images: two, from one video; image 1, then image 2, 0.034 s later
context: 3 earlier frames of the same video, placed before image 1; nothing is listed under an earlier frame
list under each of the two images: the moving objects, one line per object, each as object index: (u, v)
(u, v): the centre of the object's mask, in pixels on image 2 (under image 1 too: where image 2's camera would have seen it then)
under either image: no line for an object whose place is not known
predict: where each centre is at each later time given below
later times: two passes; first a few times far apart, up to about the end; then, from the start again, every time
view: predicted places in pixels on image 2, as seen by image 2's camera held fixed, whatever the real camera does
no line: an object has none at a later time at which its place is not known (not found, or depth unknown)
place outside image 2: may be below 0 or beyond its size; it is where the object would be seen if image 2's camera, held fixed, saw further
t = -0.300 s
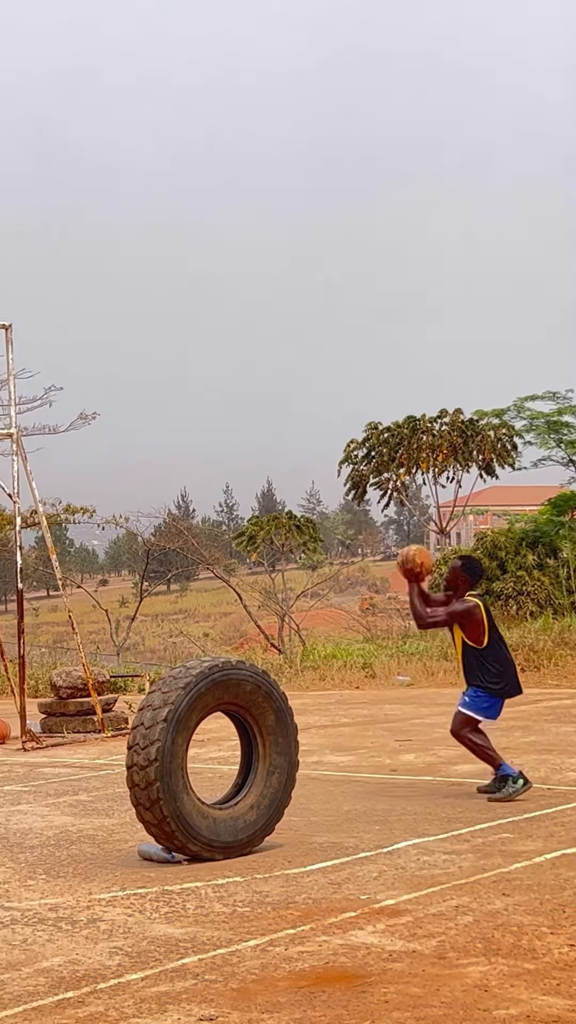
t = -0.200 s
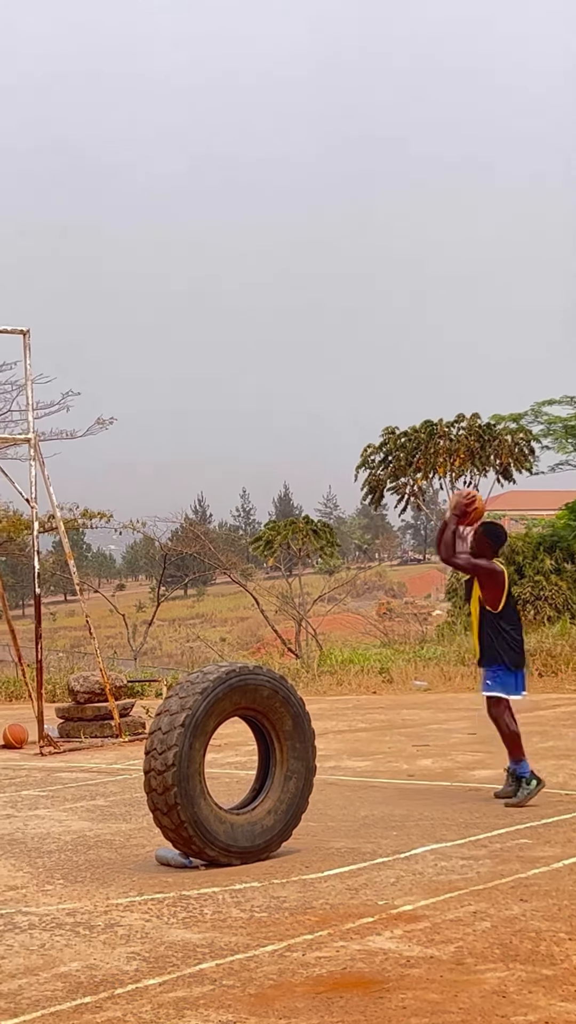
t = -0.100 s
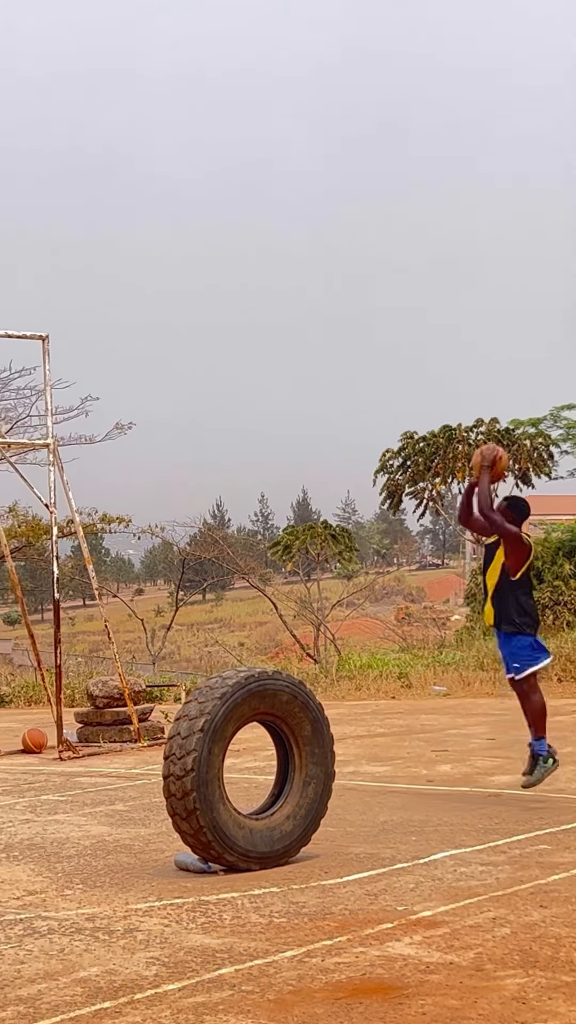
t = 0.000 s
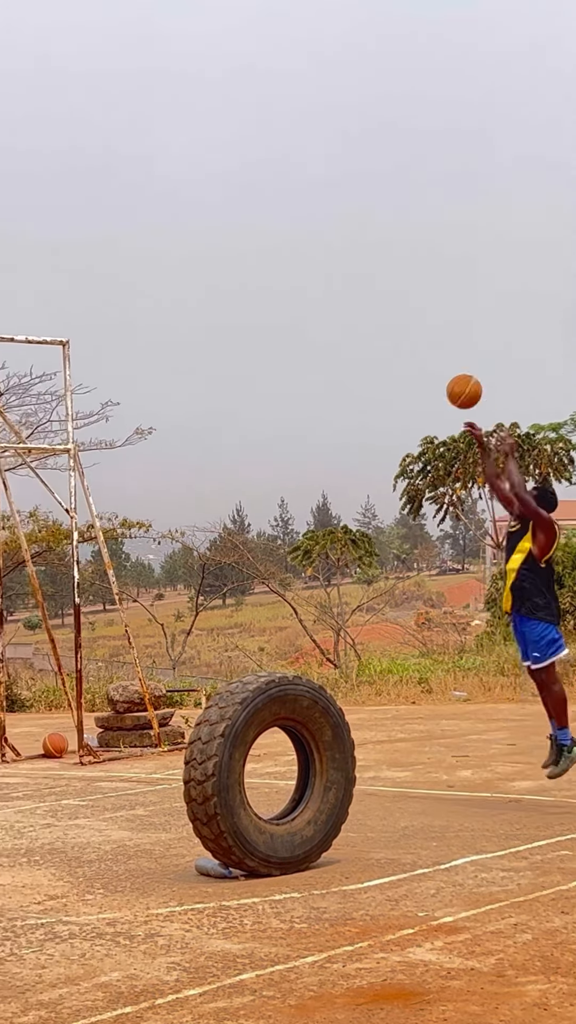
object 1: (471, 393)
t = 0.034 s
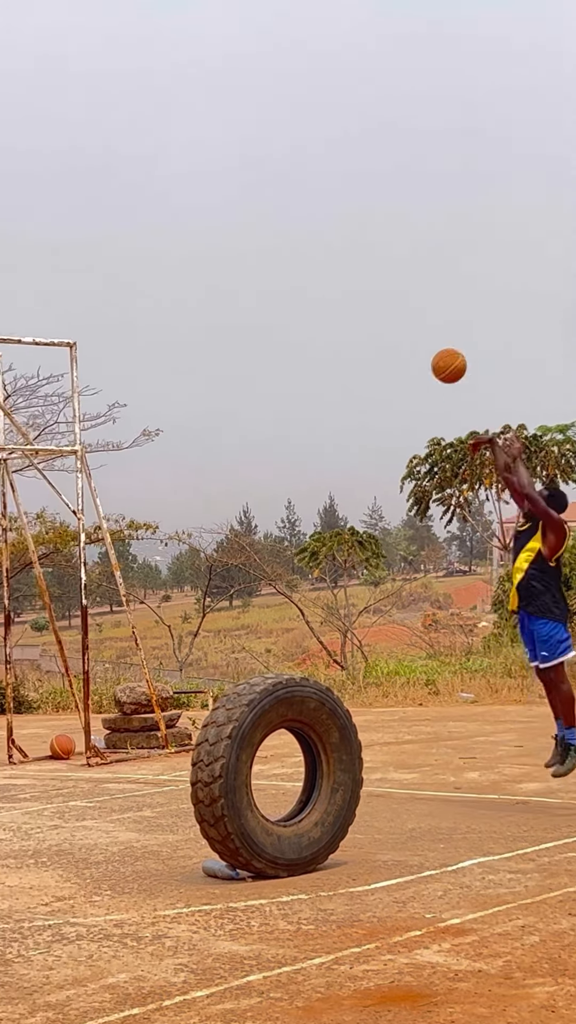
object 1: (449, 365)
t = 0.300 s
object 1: (285, 218)
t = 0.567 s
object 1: (140, 175)
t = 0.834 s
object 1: (10, 223)
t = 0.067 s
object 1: (427, 341)
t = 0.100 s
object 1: (405, 318)
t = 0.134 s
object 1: (384, 297)
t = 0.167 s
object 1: (364, 277)
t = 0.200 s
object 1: (344, 260)
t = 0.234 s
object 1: (324, 244)
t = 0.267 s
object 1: (304, 230)
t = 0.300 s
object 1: (285, 218)
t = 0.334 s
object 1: (266, 208)
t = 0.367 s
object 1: (247, 199)
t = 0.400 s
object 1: (229, 191)
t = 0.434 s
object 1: (210, 185)
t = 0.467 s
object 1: (192, 181)
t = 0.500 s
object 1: (175, 177)
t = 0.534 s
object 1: (157, 176)
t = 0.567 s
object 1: (140, 175)
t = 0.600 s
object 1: (123, 177)
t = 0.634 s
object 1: (107, 179)
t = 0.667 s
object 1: (90, 183)
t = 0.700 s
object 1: (74, 189)
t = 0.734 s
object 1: (58, 195)
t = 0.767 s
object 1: (42, 203)
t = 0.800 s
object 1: (26, 213)
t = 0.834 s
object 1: (10, 223)
